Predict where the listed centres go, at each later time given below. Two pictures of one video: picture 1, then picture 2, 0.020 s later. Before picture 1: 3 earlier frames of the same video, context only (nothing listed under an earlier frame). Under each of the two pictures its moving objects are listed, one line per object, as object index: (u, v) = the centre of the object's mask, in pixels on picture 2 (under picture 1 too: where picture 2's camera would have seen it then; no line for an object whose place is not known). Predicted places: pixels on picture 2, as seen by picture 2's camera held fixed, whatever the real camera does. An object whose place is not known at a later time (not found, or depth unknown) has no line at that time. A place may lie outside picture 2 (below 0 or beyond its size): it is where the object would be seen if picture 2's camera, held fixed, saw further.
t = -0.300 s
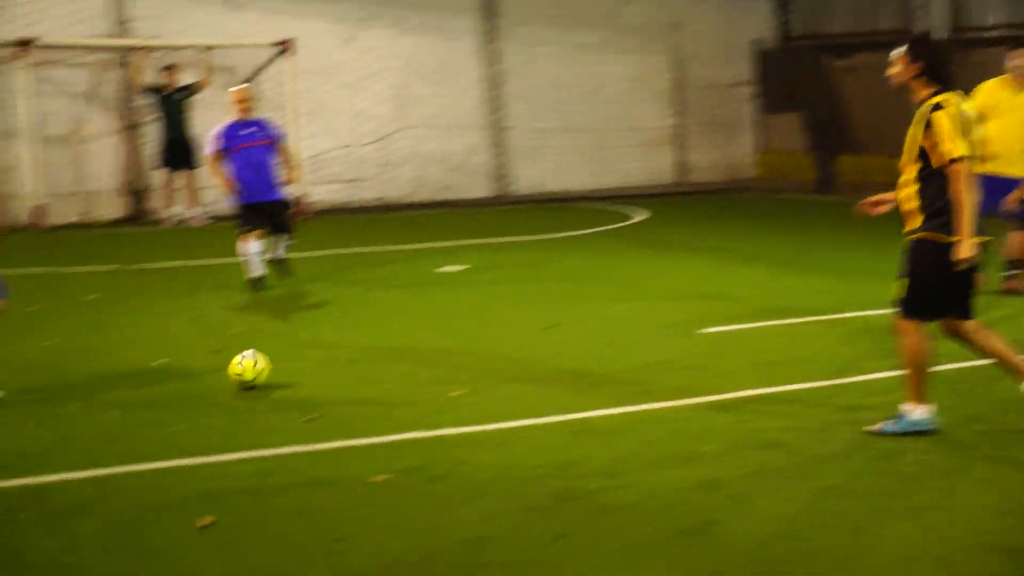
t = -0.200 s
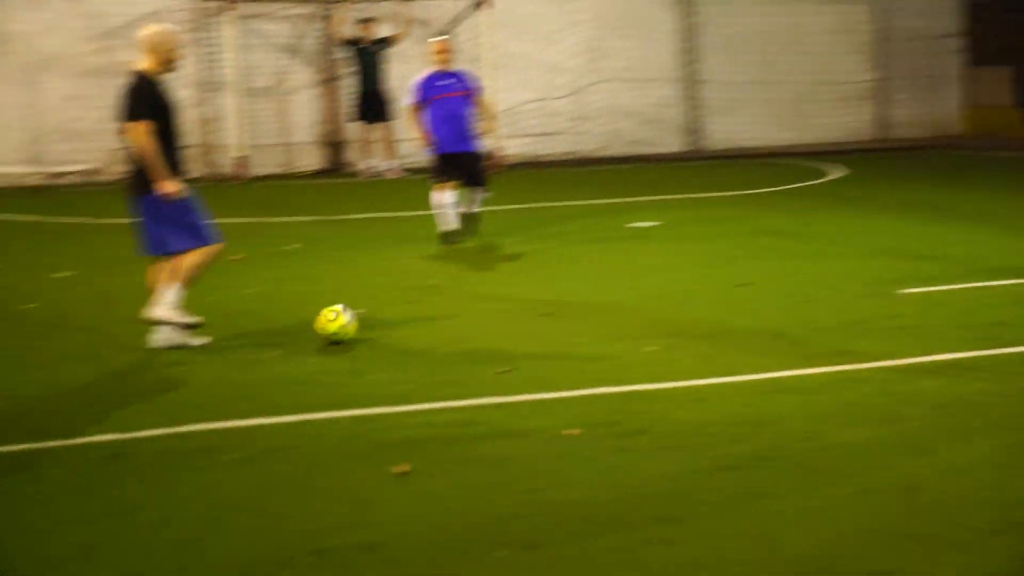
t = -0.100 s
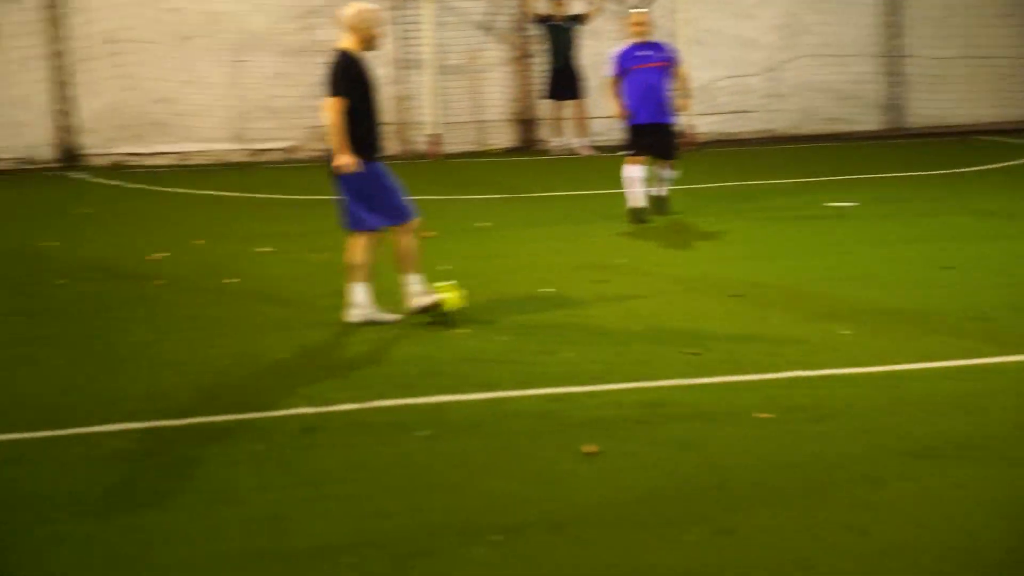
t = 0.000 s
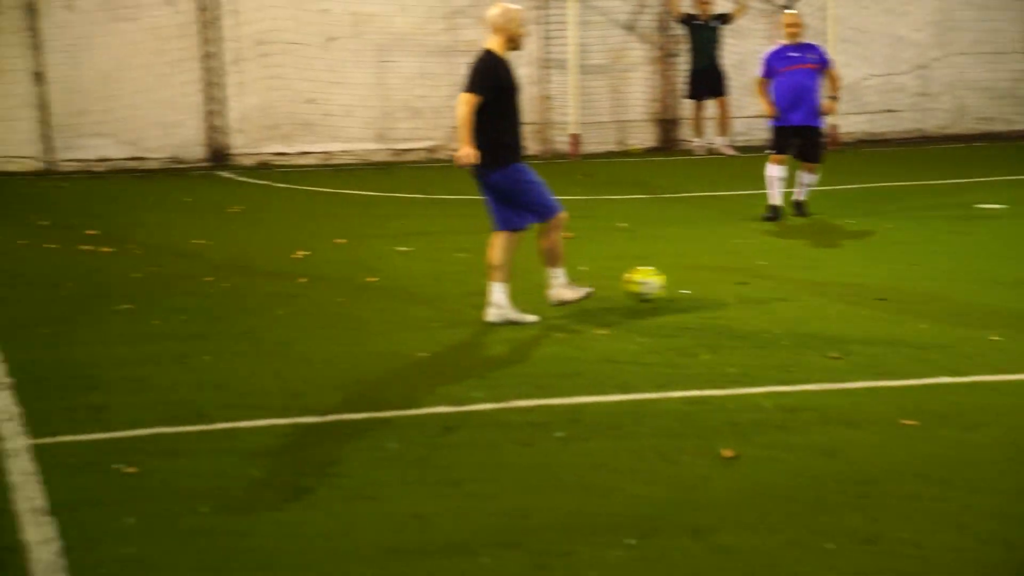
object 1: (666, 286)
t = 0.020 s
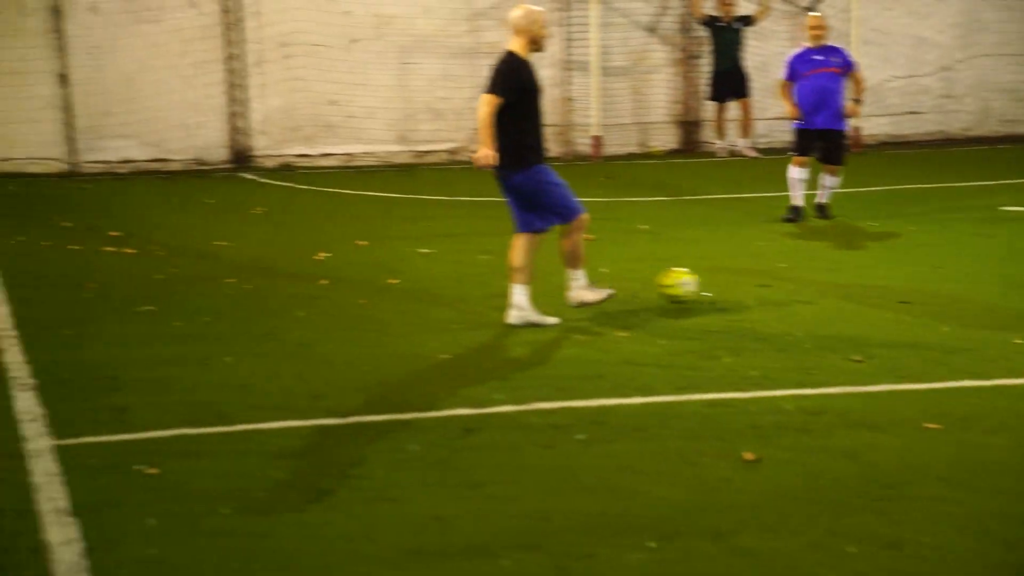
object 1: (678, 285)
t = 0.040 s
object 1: (692, 285)
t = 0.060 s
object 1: (704, 284)
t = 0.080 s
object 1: (712, 281)
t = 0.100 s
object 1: (722, 276)
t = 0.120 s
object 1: (731, 274)
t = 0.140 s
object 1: (739, 271)
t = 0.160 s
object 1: (749, 269)
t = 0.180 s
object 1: (757, 268)
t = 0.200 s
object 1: (766, 269)
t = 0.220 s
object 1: (774, 268)
